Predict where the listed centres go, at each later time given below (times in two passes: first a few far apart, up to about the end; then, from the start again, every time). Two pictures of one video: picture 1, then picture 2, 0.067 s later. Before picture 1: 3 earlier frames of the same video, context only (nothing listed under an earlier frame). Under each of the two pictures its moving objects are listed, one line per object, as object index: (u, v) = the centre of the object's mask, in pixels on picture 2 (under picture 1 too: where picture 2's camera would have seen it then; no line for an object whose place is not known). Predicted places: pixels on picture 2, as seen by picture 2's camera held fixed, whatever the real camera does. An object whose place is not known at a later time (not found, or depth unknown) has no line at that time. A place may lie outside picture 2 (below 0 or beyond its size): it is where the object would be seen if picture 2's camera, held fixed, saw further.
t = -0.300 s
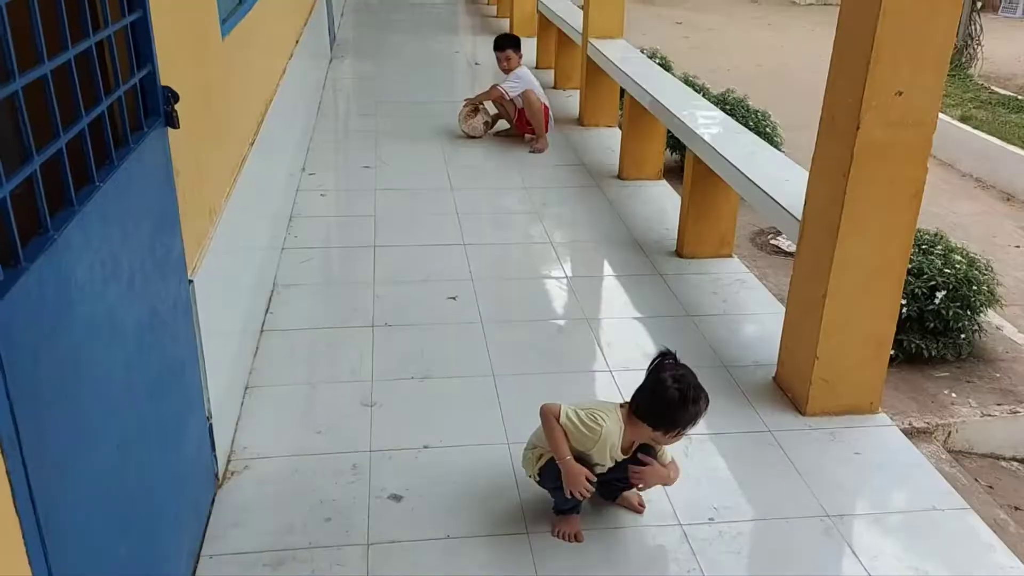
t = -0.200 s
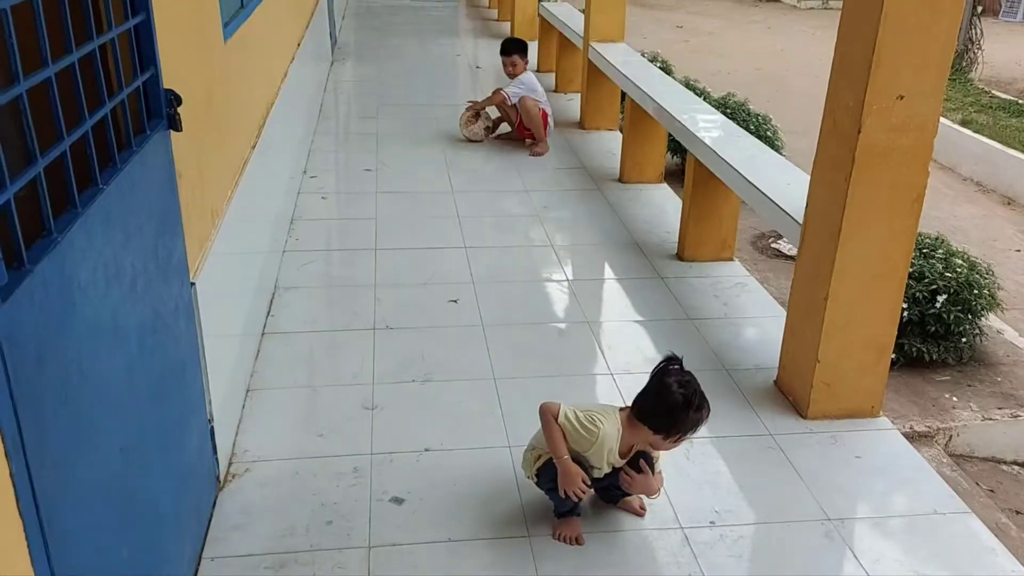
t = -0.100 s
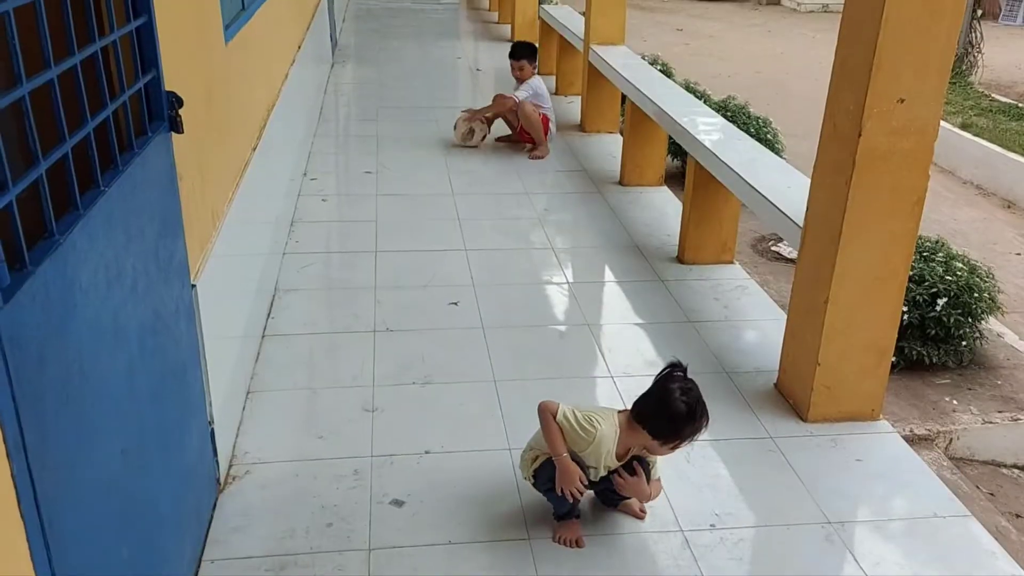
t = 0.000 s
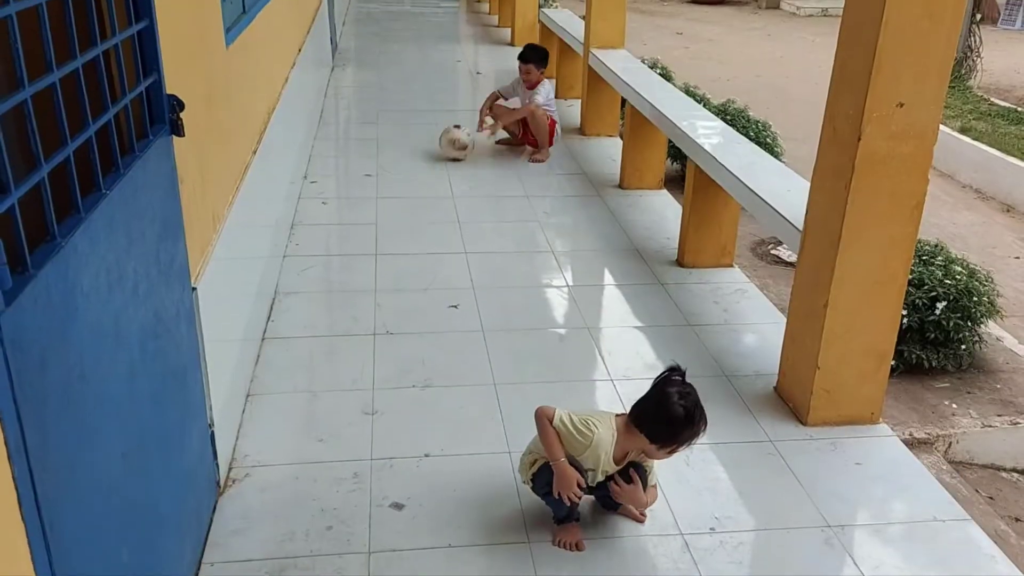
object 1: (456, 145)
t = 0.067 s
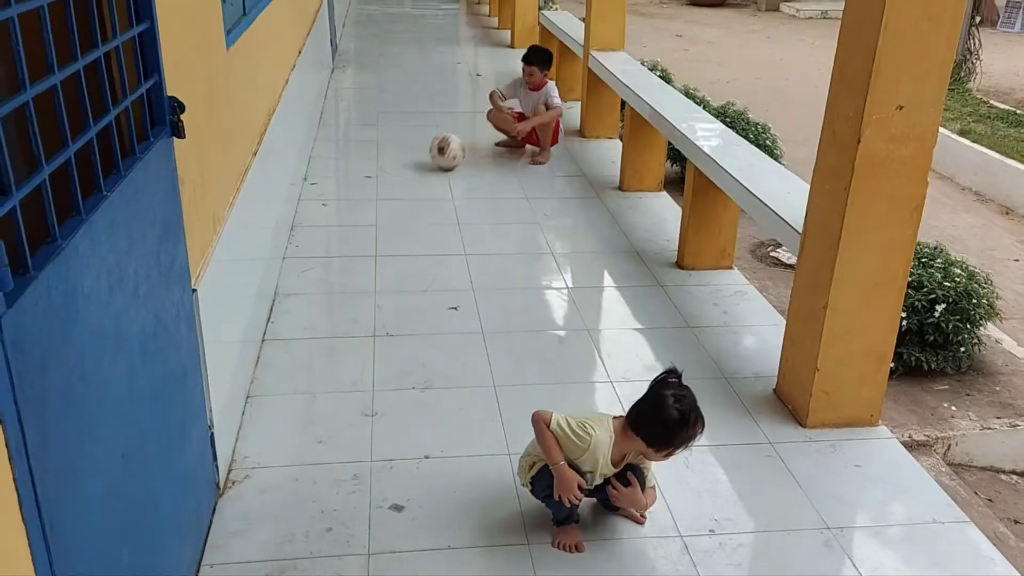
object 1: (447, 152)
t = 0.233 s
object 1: (425, 171)
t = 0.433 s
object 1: (399, 197)
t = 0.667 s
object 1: (367, 230)
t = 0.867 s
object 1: (335, 264)
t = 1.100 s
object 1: (292, 314)
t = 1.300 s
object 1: (290, 353)
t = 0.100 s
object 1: (442, 156)
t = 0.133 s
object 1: (437, 160)
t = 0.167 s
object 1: (433, 163)
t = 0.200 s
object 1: (429, 167)
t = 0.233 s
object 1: (425, 171)
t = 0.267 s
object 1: (420, 175)
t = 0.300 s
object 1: (417, 179)
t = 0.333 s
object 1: (413, 183)
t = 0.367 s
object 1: (408, 187)
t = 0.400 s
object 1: (404, 191)
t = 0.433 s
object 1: (399, 197)
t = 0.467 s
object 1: (394, 201)
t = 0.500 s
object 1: (390, 205)
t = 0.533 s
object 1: (386, 209)
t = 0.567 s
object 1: (381, 215)
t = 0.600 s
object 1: (376, 220)
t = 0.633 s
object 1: (371, 225)
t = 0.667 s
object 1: (367, 230)
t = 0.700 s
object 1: (361, 235)
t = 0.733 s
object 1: (356, 241)
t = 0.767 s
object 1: (351, 246)
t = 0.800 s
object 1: (345, 252)
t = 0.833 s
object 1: (340, 258)
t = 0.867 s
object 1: (335, 264)
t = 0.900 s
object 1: (330, 270)
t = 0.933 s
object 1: (324, 277)
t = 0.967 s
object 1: (318, 284)
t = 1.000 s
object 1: (312, 290)
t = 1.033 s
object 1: (305, 298)
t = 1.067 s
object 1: (300, 304)
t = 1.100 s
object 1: (292, 314)
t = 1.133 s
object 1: (287, 321)
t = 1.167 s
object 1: (288, 324)
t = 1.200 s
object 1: (289, 332)
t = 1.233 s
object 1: (291, 338)
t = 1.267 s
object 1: (291, 345)
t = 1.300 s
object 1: (290, 353)
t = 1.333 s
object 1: (289, 359)
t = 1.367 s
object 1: (288, 368)
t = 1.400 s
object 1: (288, 376)
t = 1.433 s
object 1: (286, 383)
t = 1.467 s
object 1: (288, 391)
